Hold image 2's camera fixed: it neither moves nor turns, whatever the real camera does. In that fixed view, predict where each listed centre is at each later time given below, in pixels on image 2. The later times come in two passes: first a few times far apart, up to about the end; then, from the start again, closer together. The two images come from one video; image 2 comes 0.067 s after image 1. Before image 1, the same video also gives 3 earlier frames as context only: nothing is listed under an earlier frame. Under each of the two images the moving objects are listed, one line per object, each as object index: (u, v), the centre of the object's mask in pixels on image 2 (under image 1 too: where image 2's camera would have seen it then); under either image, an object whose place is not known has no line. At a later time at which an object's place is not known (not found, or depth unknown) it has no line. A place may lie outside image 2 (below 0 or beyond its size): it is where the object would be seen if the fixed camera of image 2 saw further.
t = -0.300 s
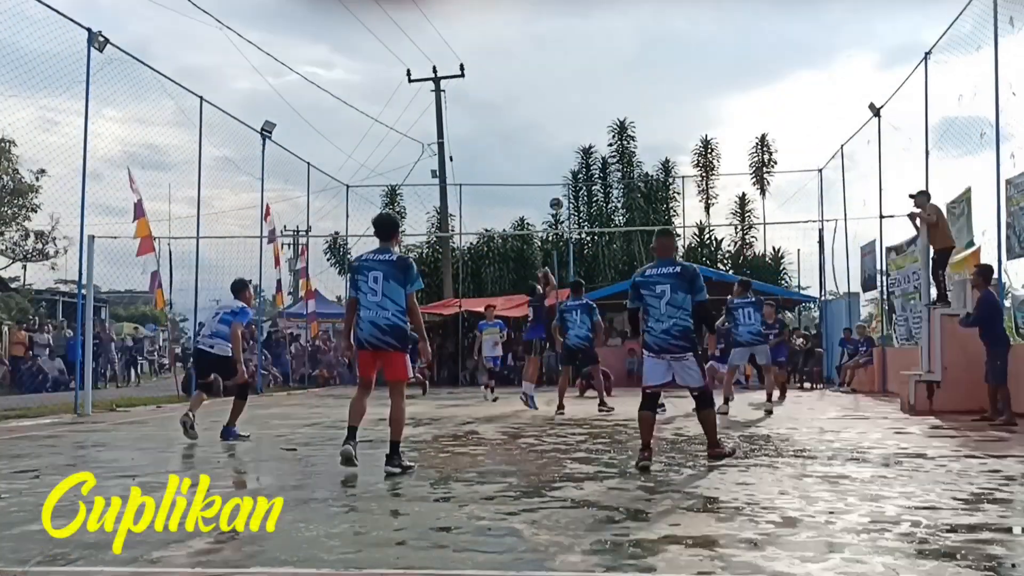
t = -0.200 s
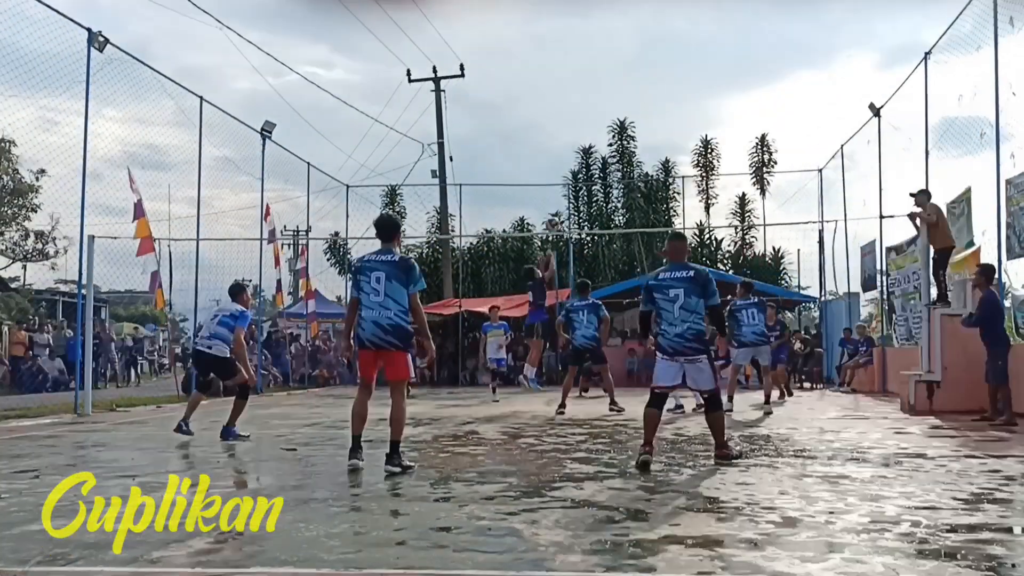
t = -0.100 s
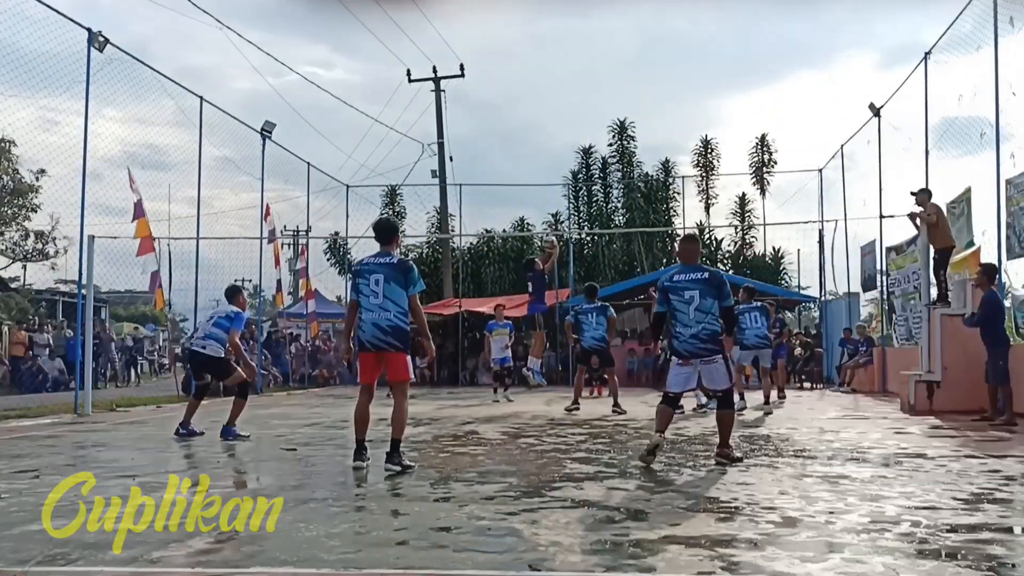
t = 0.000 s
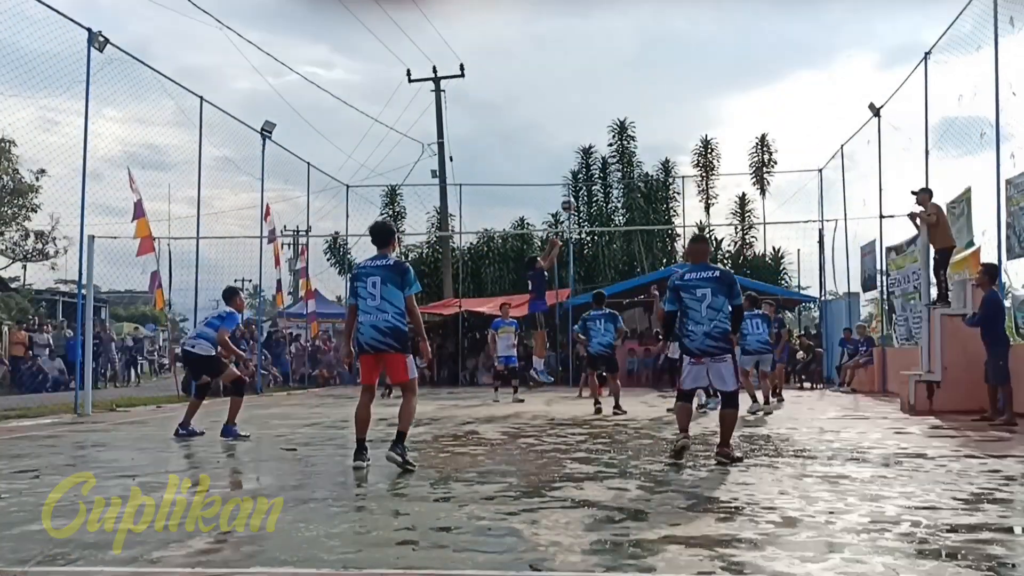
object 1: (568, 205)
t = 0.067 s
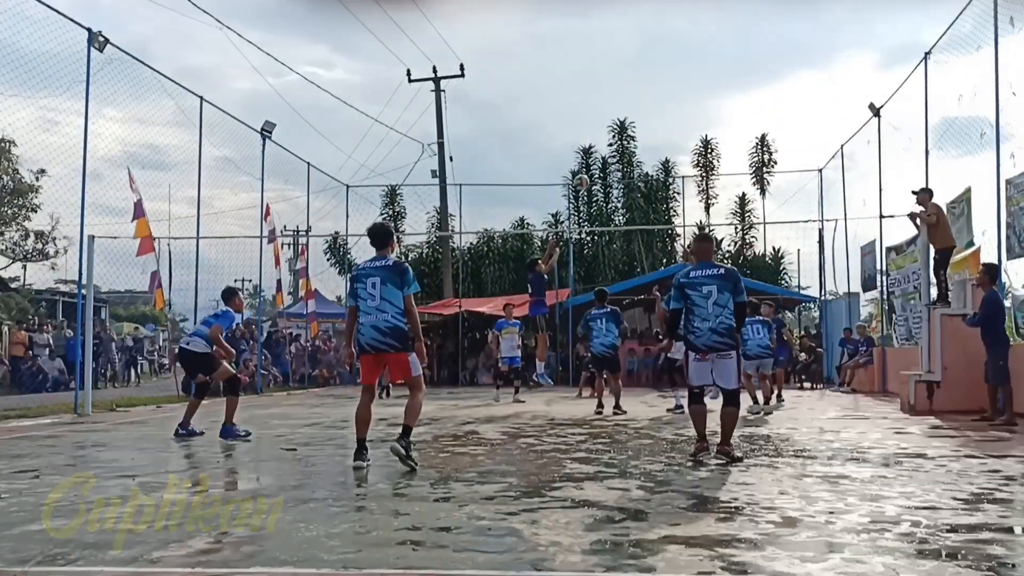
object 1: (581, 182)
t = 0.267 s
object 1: (621, 132)
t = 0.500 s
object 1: (666, 109)
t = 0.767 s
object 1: (719, 129)
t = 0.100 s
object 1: (588, 172)
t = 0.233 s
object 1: (614, 139)
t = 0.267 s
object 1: (621, 132)
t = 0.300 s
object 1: (627, 126)
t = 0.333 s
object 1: (634, 121)
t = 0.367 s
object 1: (640, 117)
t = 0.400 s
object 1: (647, 114)
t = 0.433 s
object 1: (653, 112)
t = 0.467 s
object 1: (660, 110)
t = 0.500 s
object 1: (666, 109)
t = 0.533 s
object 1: (673, 109)
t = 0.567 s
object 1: (679, 110)
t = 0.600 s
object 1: (686, 111)
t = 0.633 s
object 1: (692, 113)
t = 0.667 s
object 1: (699, 116)
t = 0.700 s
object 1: (705, 120)
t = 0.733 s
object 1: (712, 124)
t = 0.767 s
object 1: (719, 129)
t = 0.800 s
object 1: (725, 135)
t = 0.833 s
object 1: (732, 142)
